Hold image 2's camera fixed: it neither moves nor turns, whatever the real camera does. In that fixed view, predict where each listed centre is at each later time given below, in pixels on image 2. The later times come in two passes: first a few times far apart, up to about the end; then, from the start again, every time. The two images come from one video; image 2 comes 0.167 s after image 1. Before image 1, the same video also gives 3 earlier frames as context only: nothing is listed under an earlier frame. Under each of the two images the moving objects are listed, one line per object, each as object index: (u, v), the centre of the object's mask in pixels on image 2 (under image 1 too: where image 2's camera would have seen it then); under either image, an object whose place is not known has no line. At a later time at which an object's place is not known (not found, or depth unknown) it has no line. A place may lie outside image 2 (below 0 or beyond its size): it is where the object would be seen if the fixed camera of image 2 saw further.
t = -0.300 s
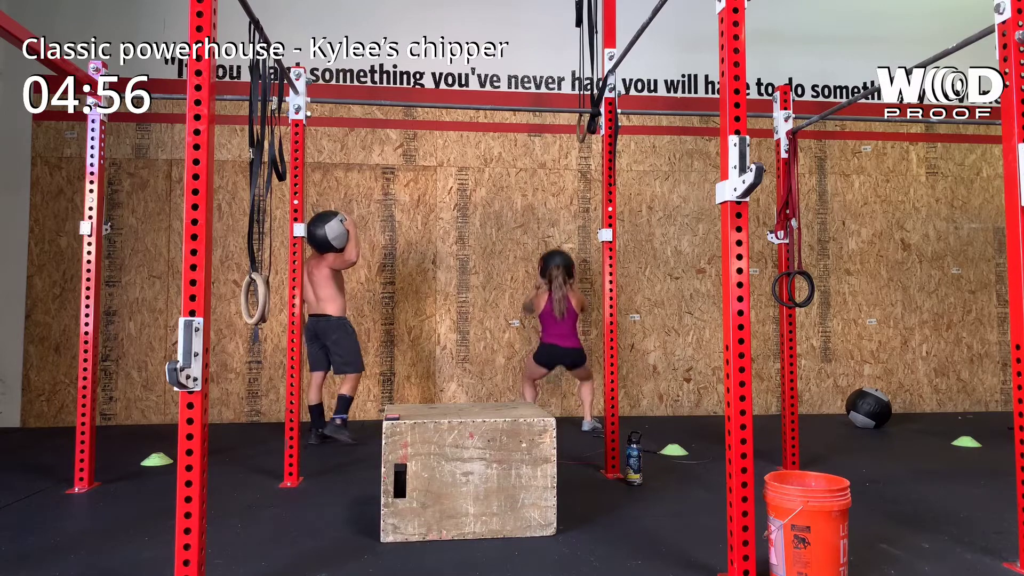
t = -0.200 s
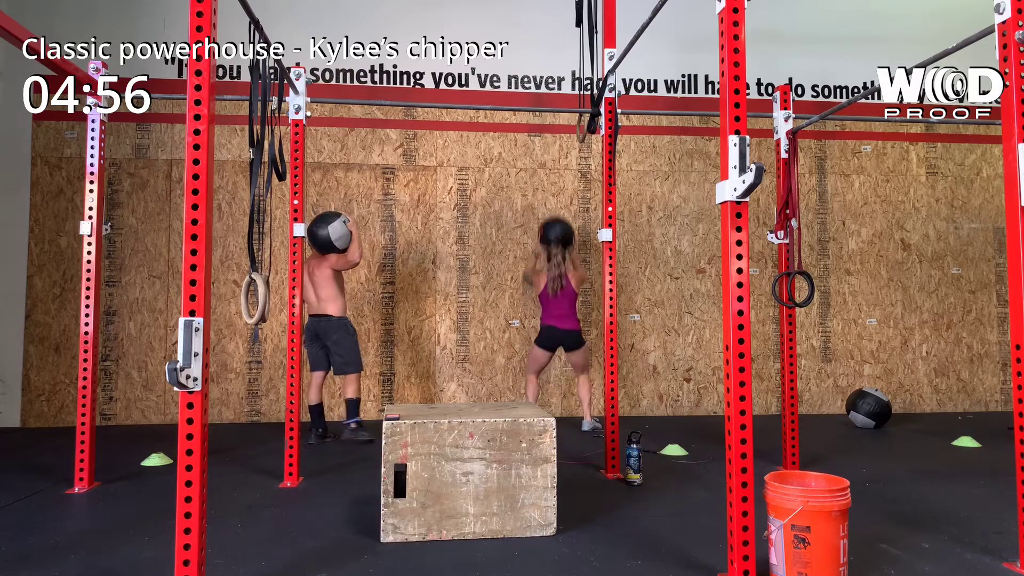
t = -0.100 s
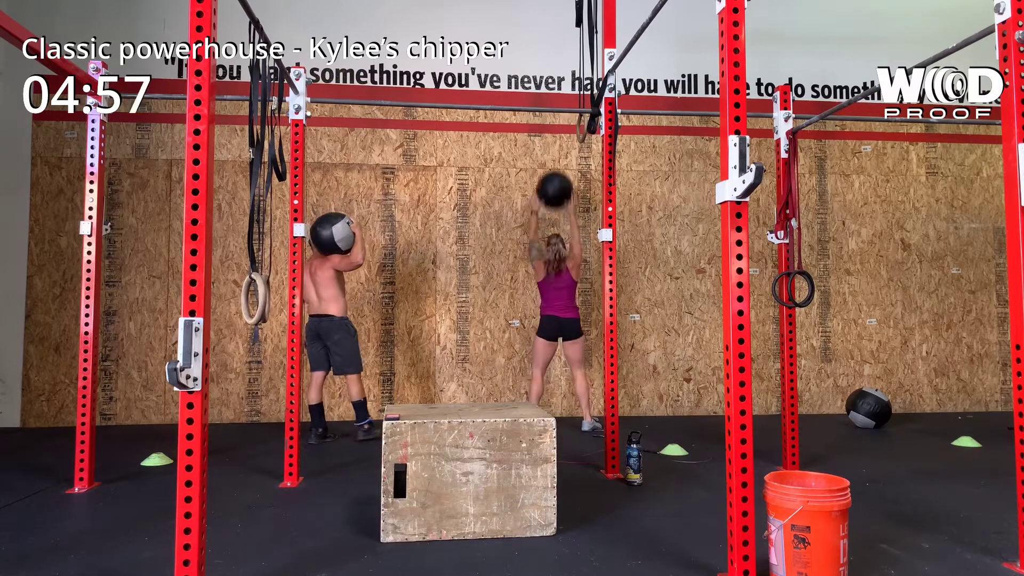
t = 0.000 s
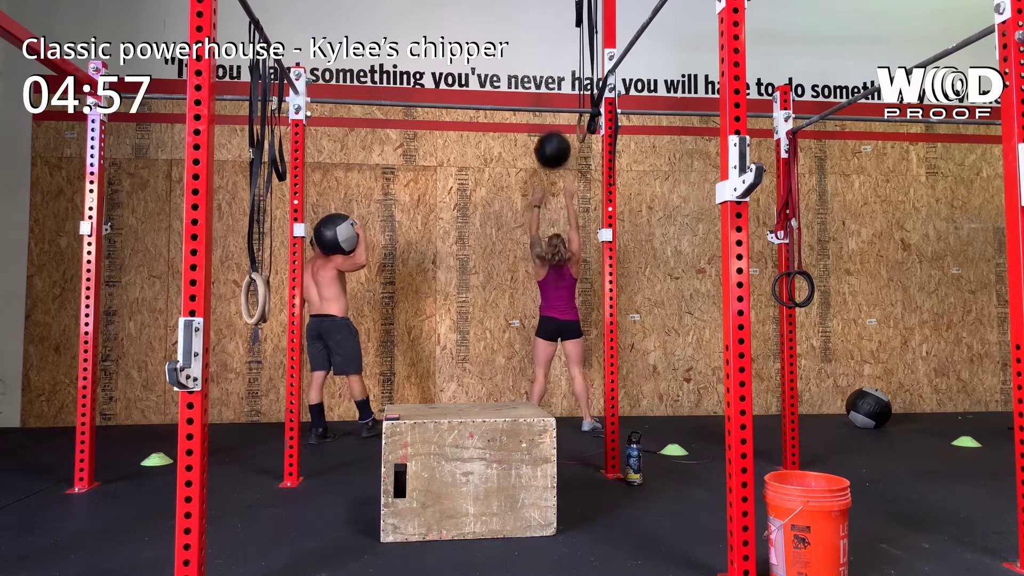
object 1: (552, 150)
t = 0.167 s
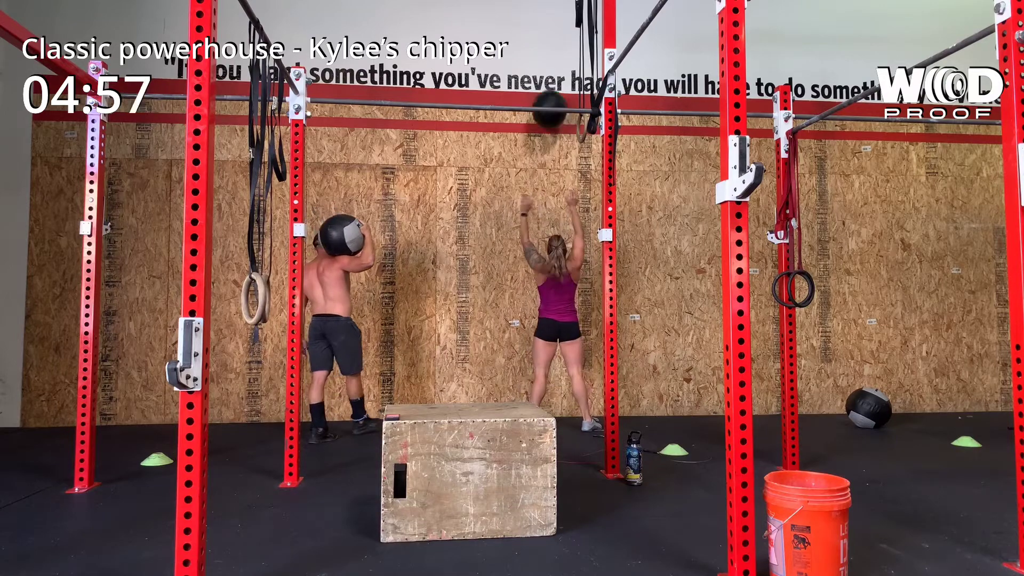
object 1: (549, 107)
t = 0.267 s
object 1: (548, 95)
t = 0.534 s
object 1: (550, 112)
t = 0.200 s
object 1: (549, 104)
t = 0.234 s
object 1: (548, 100)
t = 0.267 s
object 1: (548, 95)
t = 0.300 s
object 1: (548, 94)
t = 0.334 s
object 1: (548, 94)
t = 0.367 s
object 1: (548, 93)
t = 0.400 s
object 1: (549, 94)
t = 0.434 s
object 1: (549, 95)
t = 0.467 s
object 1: (550, 100)
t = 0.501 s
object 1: (550, 105)
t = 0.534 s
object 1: (550, 112)
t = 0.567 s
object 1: (551, 119)
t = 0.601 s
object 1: (551, 127)
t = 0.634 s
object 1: (552, 134)
